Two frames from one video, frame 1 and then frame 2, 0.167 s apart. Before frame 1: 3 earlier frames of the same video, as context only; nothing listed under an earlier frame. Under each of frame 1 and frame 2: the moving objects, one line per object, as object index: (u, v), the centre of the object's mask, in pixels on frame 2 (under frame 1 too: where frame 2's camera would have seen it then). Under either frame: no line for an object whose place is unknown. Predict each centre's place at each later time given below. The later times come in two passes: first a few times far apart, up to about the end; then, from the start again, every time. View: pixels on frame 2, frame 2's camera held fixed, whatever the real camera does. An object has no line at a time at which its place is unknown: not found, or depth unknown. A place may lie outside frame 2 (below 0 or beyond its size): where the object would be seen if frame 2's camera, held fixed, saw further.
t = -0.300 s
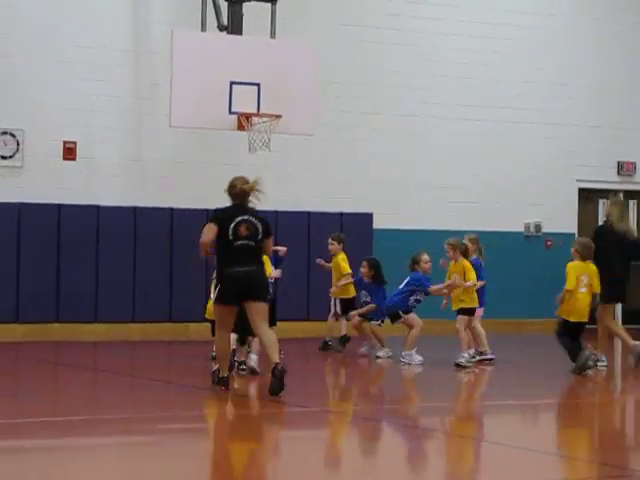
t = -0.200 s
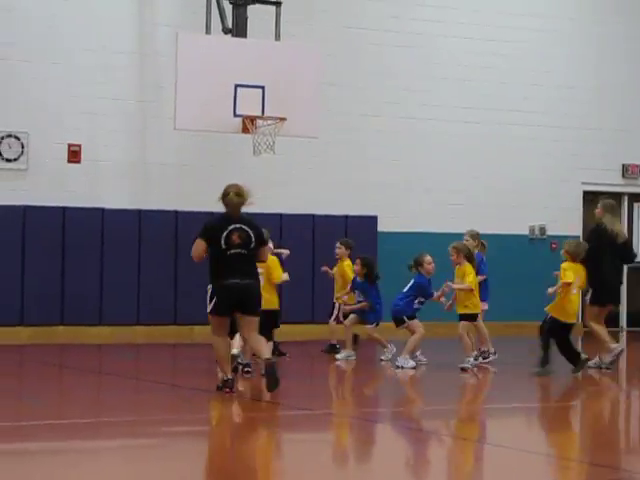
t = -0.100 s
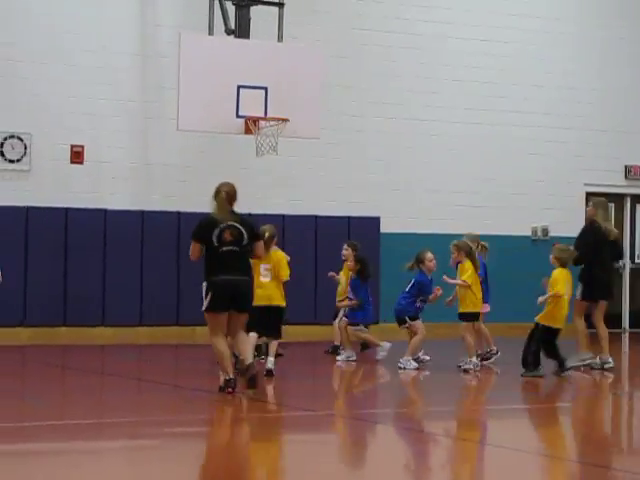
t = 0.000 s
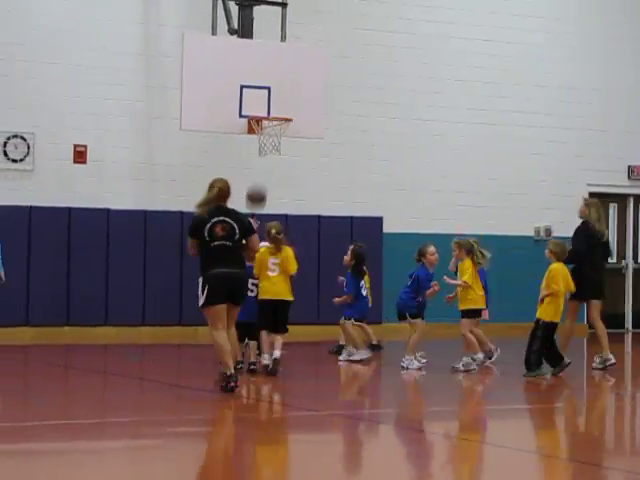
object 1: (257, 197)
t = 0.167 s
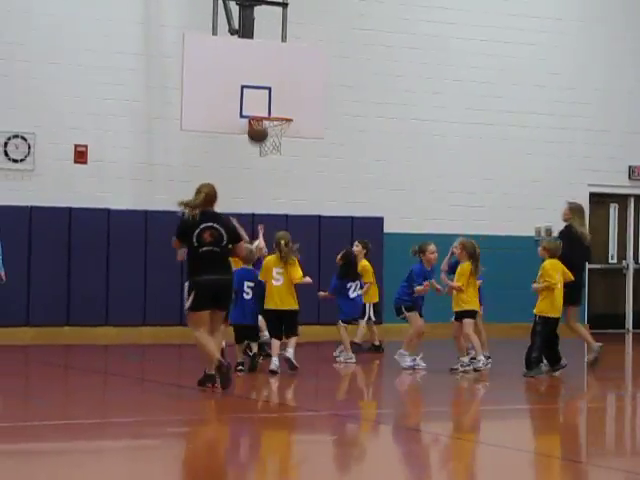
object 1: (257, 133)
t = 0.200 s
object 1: (258, 125)
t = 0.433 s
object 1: (256, 93)
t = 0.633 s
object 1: (256, 105)
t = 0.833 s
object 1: (283, 108)
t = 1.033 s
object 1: (292, 100)
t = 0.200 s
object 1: (258, 125)
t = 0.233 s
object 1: (257, 117)
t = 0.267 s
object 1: (257, 110)
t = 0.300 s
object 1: (257, 105)
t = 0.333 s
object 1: (257, 100)
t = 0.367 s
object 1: (257, 97)
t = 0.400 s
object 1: (257, 94)
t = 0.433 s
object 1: (256, 93)
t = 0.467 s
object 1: (257, 92)
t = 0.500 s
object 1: (257, 93)
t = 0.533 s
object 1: (256, 94)
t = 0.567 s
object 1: (256, 97)
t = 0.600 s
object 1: (256, 100)
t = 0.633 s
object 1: (256, 105)
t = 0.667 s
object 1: (259, 108)
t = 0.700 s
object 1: (264, 107)
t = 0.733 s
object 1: (269, 106)
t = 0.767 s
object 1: (273, 106)
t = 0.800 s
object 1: (278, 107)
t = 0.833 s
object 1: (283, 108)
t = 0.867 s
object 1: (286, 109)
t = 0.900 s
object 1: (287, 105)
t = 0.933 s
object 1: (288, 103)
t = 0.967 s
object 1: (289, 101)
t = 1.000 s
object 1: (291, 100)
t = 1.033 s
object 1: (292, 100)
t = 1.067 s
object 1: (293, 101)
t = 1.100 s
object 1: (293, 103)
